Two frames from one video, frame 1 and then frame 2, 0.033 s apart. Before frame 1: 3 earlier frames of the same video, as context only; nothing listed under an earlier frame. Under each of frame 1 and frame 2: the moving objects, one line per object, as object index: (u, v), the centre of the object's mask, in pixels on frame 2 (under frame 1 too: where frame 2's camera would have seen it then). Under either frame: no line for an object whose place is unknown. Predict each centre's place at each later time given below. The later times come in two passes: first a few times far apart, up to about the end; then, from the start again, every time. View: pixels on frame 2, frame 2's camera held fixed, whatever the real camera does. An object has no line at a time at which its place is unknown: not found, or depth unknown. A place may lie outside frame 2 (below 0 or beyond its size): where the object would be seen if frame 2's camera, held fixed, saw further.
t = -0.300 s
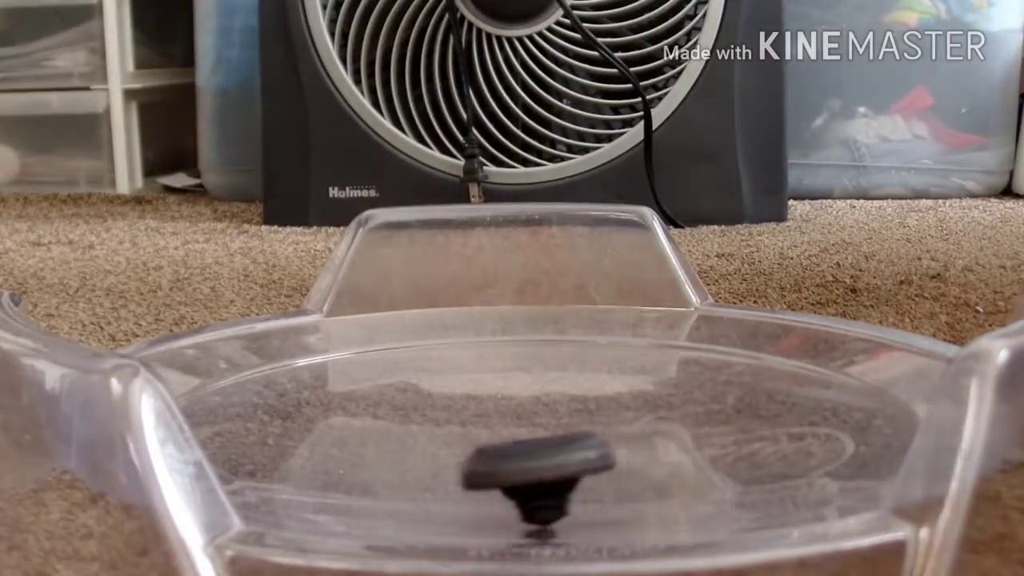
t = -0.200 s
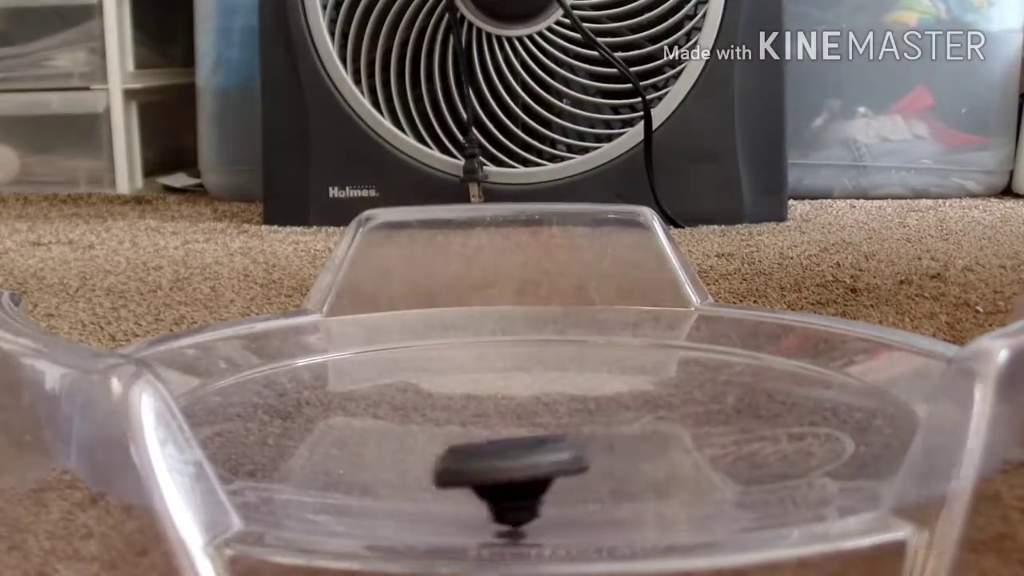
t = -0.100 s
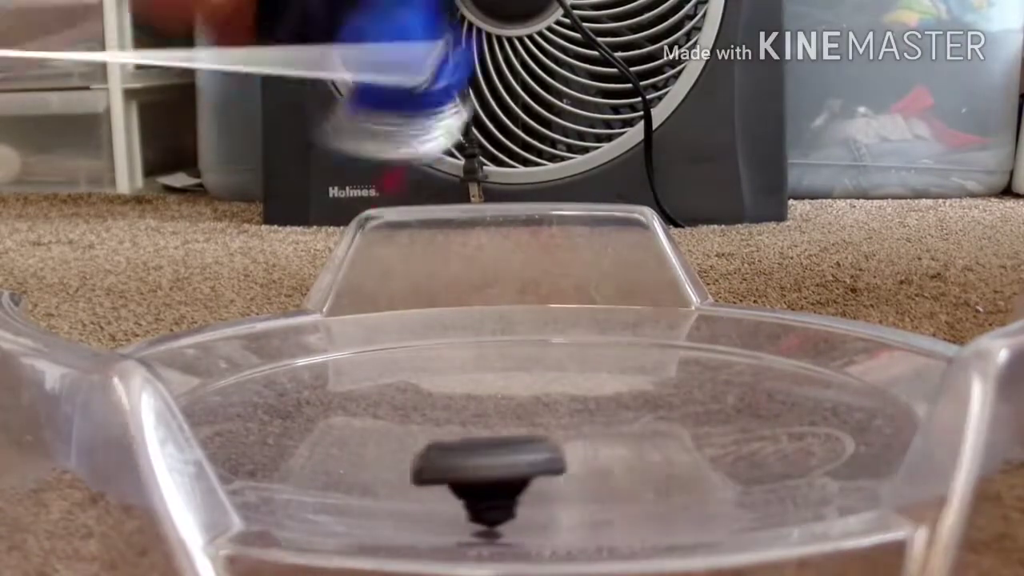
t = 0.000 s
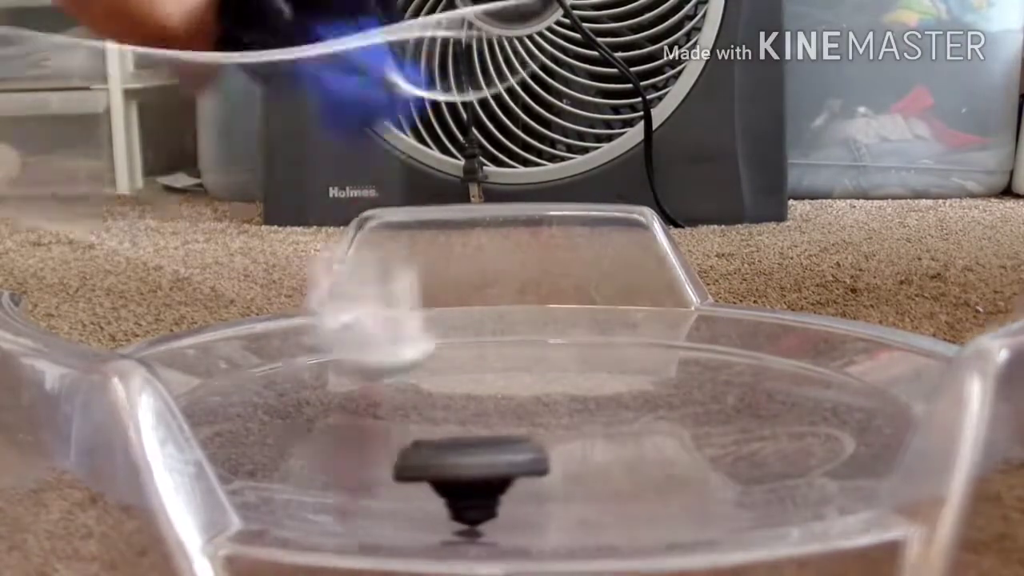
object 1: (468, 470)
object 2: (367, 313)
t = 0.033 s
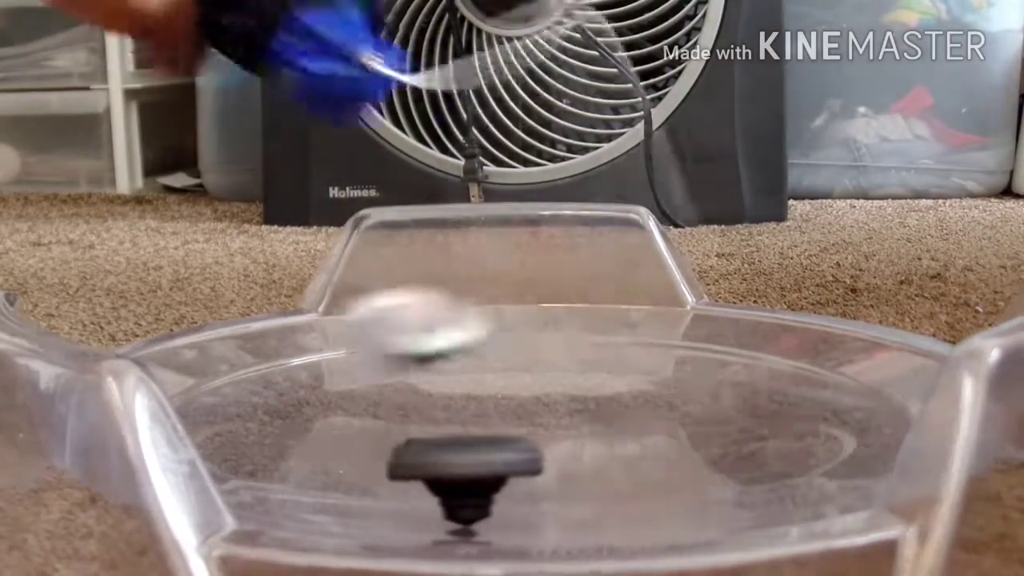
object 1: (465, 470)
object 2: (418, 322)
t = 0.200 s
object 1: (445, 463)
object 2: (686, 387)
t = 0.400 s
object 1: (425, 452)
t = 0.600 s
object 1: (391, 439)
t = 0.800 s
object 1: (379, 429)
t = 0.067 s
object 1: (460, 469)
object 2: (473, 330)
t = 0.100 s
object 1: (456, 468)
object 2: (532, 368)
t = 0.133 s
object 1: (452, 467)
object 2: (587, 394)
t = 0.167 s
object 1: (449, 465)
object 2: (639, 375)
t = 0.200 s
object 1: (445, 463)
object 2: (686, 387)
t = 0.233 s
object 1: (443, 462)
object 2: (723, 384)
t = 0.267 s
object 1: (441, 460)
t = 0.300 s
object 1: (438, 458)
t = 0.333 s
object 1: (435, 456)
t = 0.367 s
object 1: (430, 454)
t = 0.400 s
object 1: (425, 452)
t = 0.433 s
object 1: (419, 449)
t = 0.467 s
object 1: (413, 448)
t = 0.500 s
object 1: (407, 445)
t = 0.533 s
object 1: (401, 443)
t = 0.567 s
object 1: (396, 440)
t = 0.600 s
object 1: (391, 439)
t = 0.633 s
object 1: (385, 436)
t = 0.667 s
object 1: (381, 435)
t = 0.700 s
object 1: (381, 434)
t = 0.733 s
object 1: (380, 432)
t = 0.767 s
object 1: (380, 431)
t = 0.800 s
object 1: (379, 429)
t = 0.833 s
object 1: (379, 428)
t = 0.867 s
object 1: (379, 426)
